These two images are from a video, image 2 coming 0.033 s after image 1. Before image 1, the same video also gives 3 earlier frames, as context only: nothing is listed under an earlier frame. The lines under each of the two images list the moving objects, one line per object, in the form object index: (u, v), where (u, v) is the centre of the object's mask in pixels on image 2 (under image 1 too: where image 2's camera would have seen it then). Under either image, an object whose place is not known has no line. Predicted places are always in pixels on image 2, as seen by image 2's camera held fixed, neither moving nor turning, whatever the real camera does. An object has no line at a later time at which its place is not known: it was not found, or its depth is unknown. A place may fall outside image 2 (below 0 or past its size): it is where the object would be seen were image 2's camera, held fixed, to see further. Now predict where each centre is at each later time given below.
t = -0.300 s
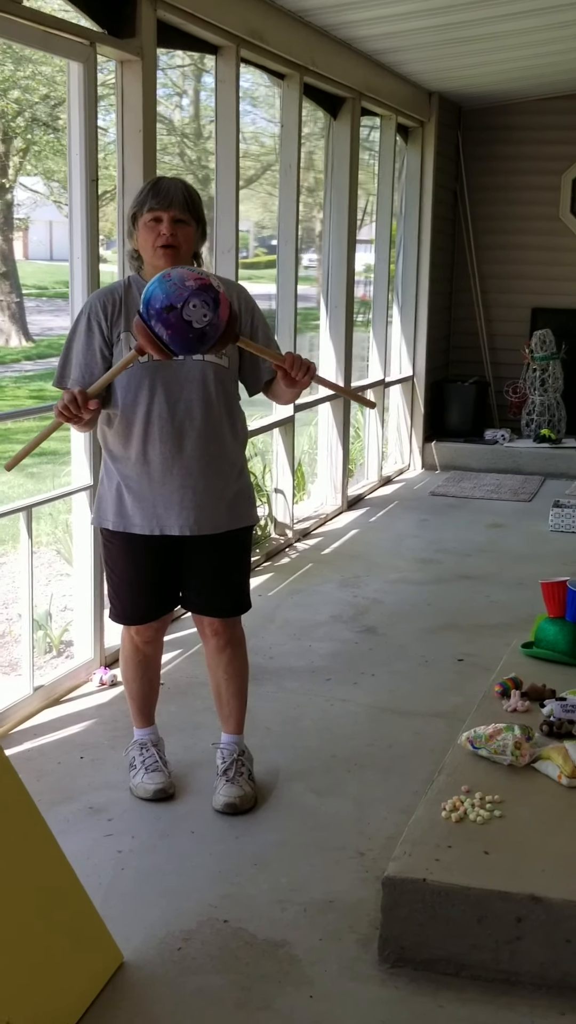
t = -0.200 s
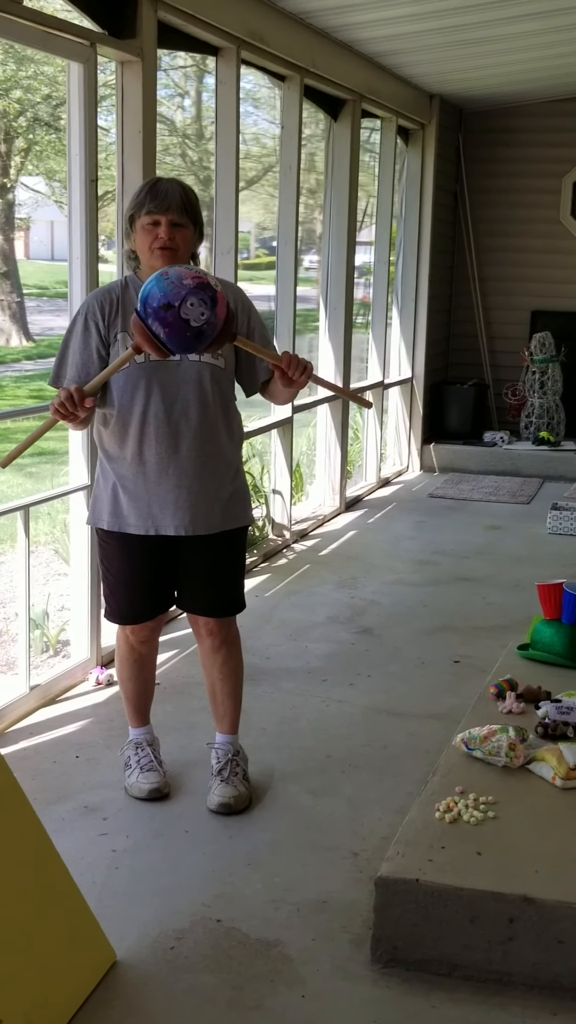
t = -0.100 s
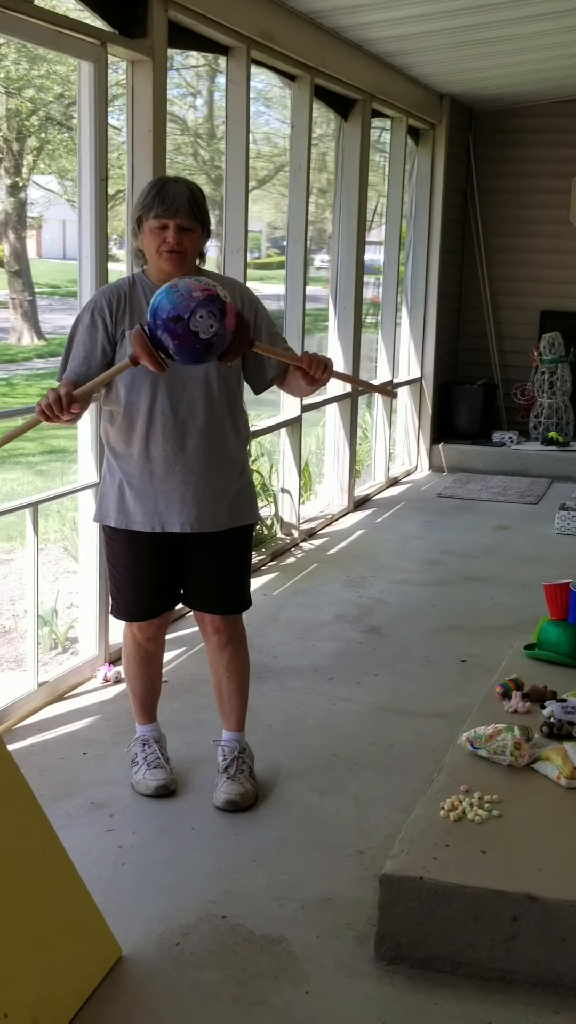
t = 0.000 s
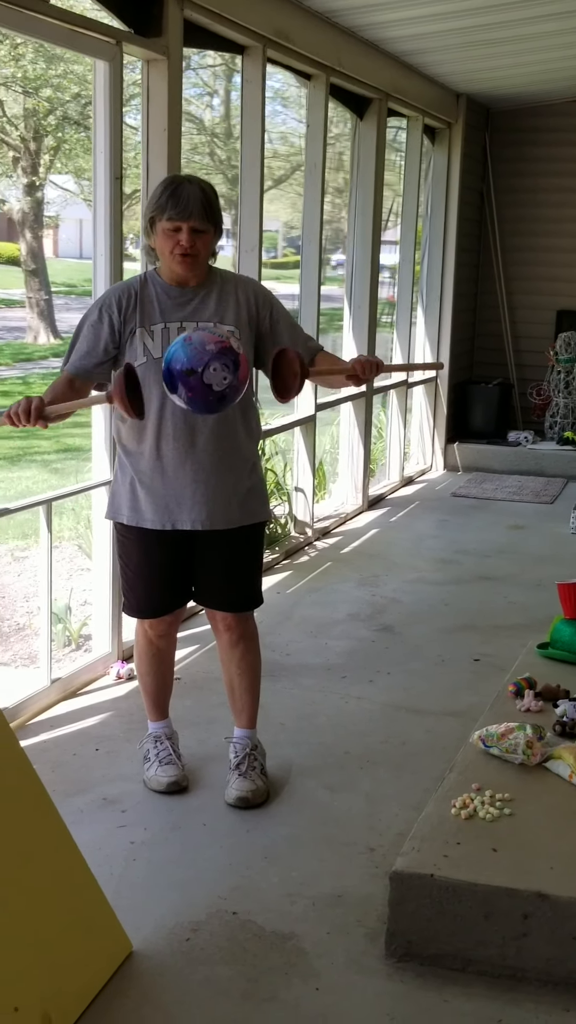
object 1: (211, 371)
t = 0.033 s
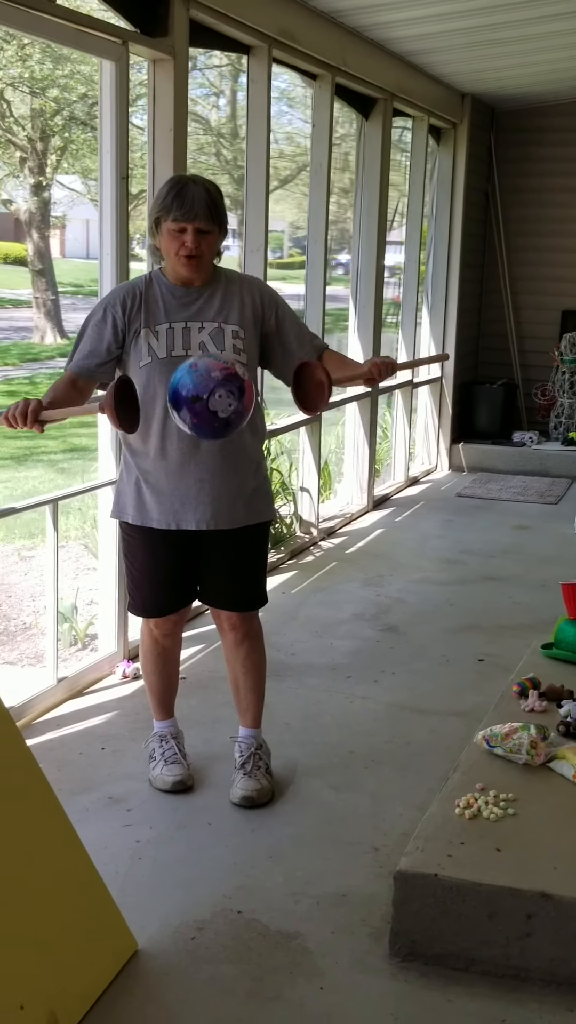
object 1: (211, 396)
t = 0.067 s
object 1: (211, 427)
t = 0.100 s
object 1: (211, 461)
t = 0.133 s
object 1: (210, 499)
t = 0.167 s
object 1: (210, 542)
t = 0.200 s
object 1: (209, 585)
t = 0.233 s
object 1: (209, 633)
